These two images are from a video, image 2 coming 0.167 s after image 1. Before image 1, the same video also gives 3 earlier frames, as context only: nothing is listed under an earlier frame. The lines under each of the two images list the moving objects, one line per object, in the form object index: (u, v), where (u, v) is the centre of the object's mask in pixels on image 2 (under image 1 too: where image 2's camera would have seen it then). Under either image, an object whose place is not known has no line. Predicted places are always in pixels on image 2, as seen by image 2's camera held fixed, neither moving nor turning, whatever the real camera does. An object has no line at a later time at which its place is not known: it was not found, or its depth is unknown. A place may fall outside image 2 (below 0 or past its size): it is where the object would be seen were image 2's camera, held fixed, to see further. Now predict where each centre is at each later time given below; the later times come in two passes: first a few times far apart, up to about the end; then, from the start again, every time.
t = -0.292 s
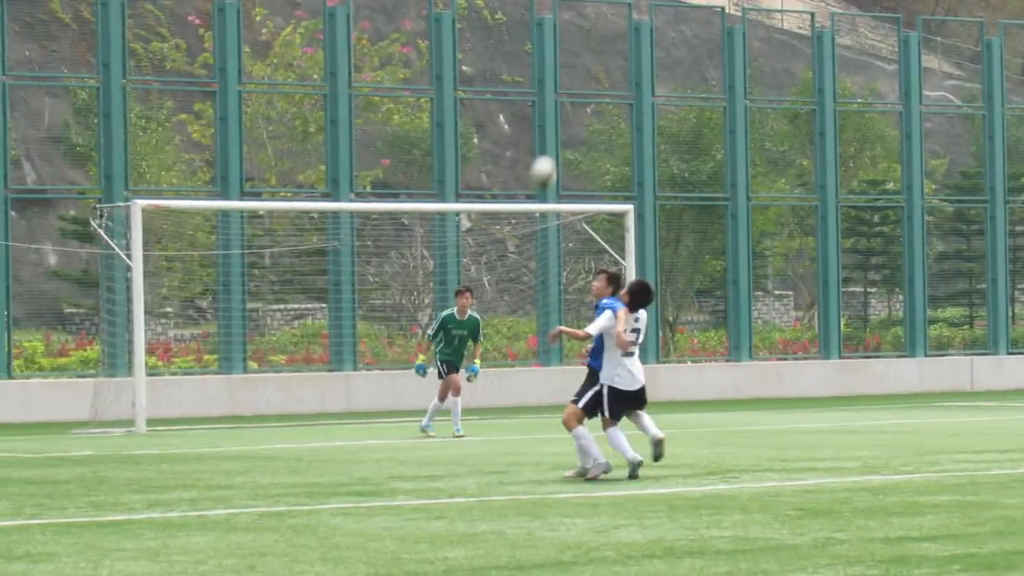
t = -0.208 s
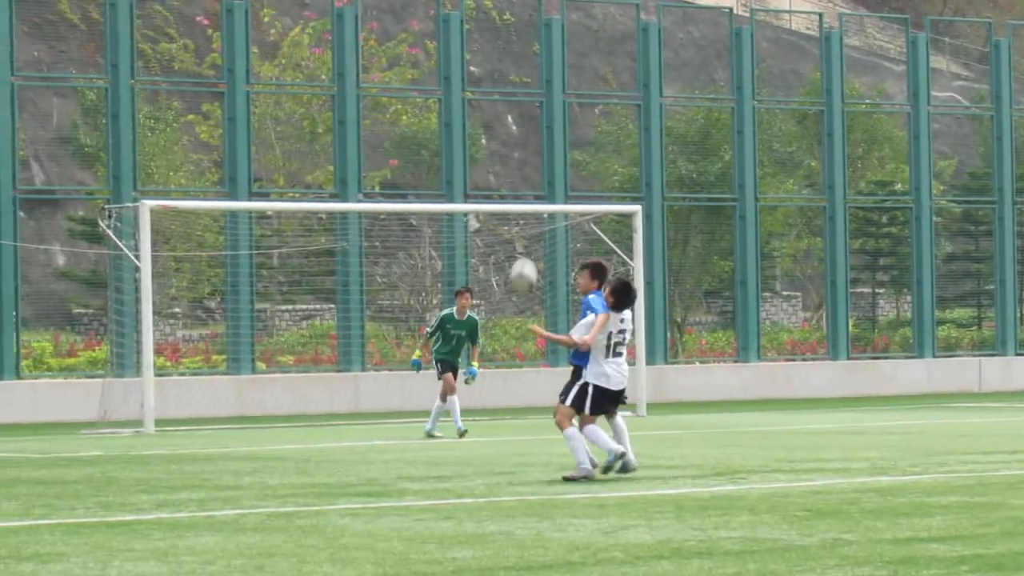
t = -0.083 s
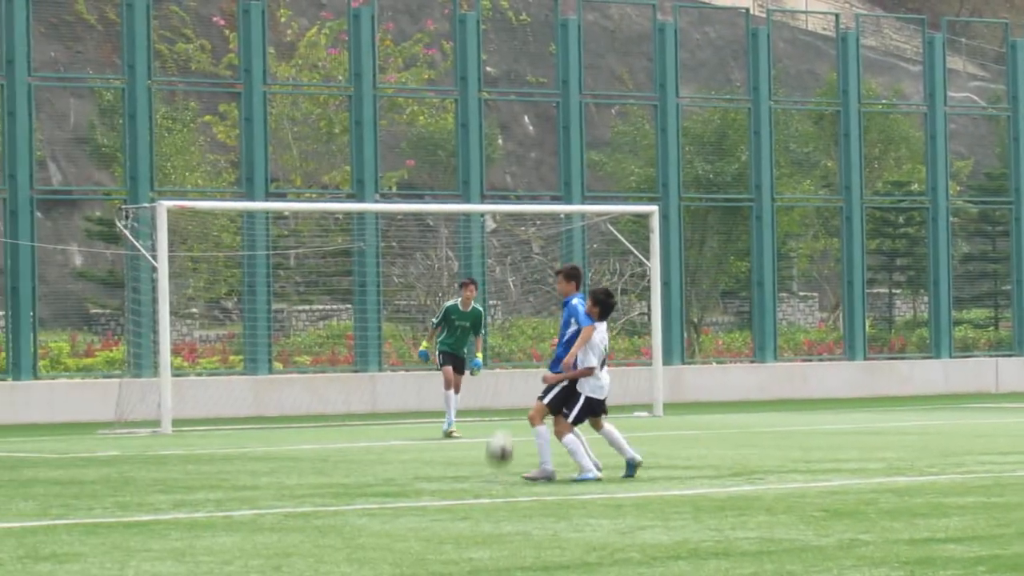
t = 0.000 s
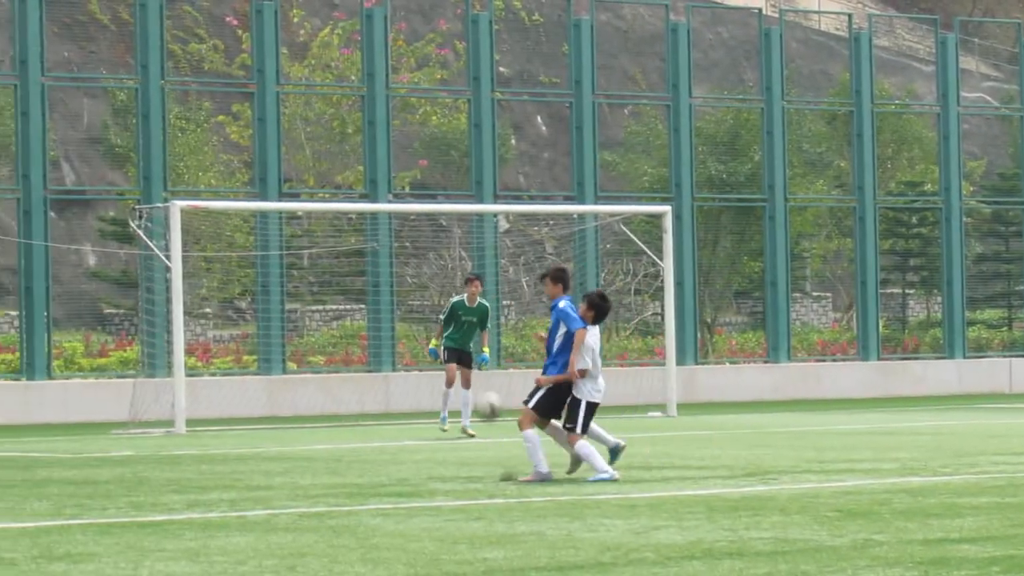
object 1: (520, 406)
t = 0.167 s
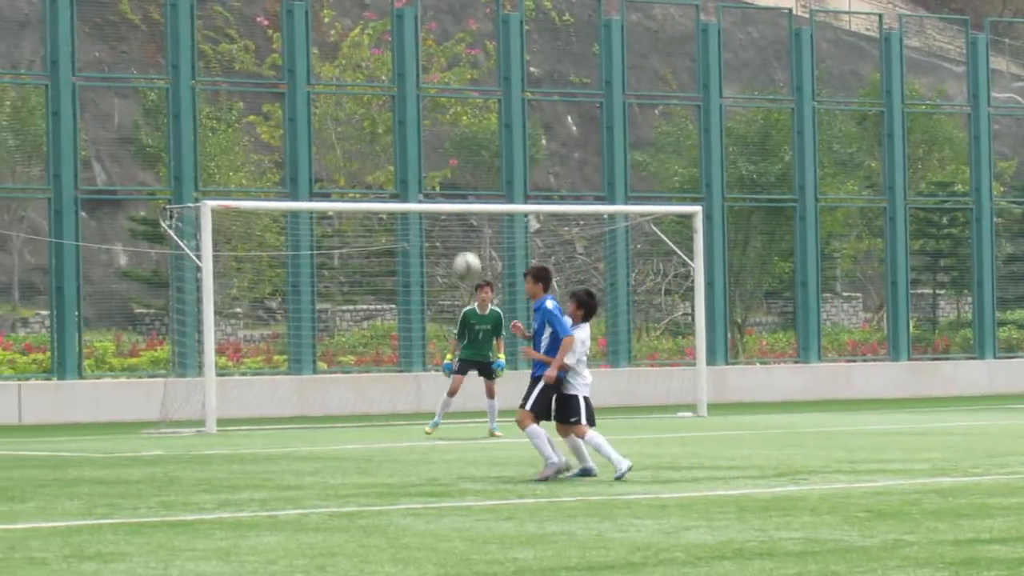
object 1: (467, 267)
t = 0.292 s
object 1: (429, 183)
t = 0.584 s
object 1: (341, 63)
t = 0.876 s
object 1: (256, 46)
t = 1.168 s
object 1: (172, 140)
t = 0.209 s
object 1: (454, 237)
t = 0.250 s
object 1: (441, 208)
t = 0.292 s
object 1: (429, 183)
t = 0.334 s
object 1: (416, 159)
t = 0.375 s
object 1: (404, 137)
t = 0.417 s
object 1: (391, 119)
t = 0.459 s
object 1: (379, 99)
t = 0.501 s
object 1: (366, 87)
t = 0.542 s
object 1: (354, 72)
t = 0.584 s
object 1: (341, 63)
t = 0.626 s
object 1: (329, 54)
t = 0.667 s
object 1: (318, 47)
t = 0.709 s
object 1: (305, 42)
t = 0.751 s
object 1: (293, 40)
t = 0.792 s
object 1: (280, 38)
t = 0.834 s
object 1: (268, 43)
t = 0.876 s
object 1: (256, 46)
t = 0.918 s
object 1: (244, 54)
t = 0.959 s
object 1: (232, 63)
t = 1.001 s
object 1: (222, 73)
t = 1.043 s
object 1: (209, 87)
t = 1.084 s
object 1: (197, 101)
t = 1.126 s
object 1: (184, 121)
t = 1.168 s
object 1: (172, 140)
